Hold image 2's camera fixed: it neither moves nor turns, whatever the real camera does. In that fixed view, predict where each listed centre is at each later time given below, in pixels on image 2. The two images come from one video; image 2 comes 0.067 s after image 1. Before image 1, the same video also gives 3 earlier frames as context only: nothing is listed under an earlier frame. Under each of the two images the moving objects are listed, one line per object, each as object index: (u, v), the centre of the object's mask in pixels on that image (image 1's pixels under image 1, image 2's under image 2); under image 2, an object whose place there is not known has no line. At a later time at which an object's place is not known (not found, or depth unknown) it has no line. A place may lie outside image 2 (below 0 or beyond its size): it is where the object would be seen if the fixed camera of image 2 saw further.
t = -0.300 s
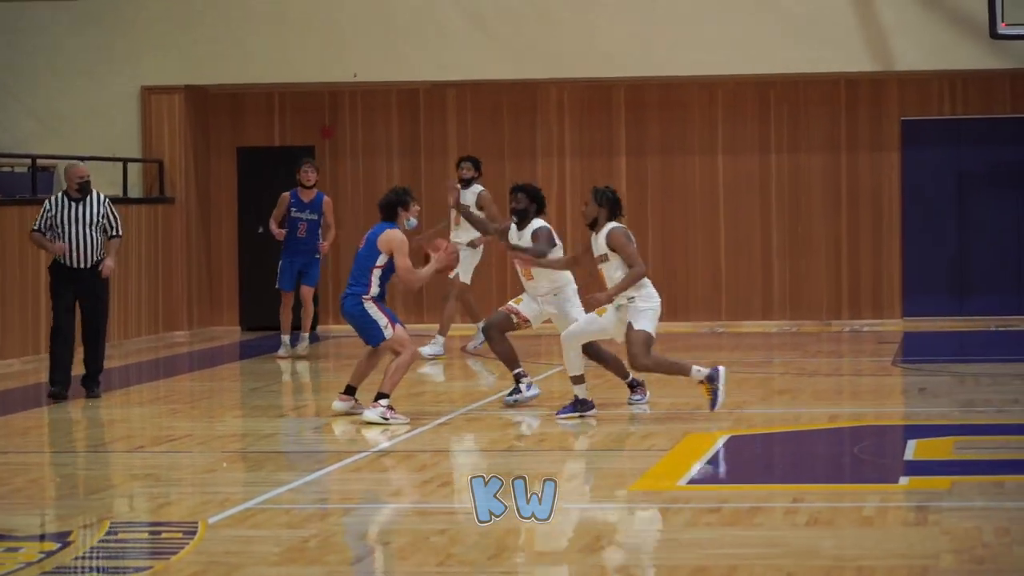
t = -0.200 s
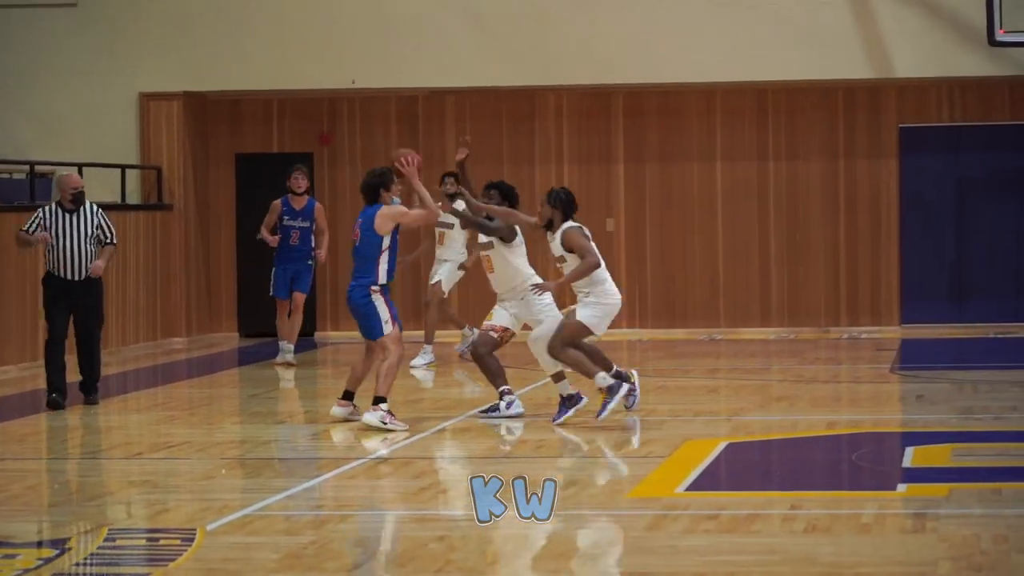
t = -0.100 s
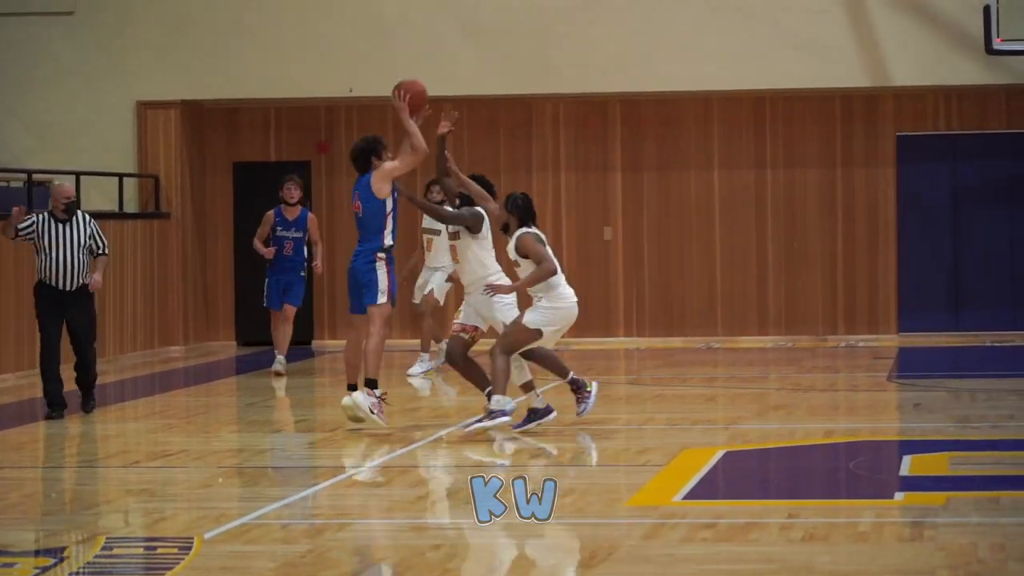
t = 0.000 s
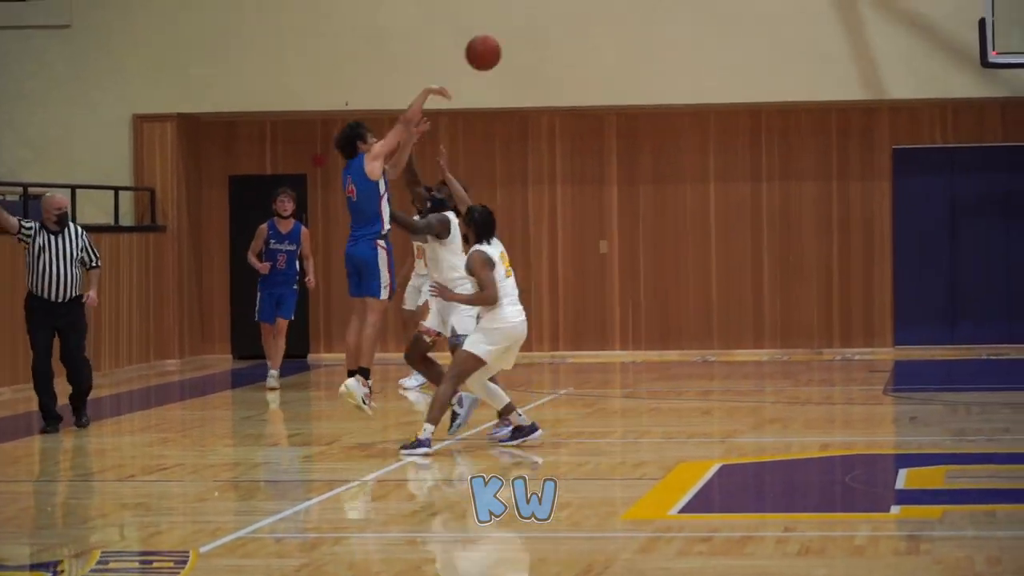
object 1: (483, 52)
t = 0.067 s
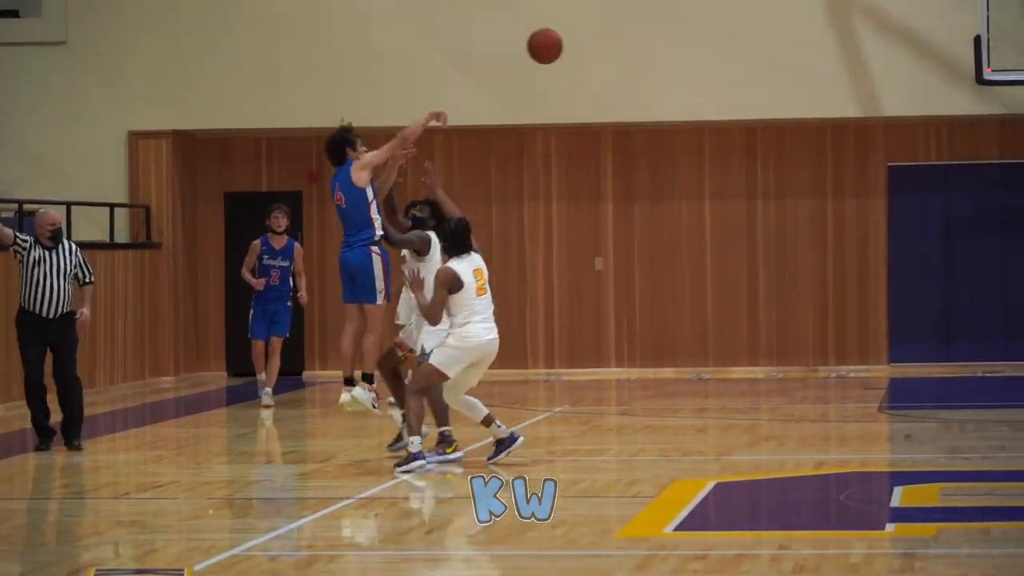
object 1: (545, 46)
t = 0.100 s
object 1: (578, 36)
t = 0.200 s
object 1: (677, 17)
